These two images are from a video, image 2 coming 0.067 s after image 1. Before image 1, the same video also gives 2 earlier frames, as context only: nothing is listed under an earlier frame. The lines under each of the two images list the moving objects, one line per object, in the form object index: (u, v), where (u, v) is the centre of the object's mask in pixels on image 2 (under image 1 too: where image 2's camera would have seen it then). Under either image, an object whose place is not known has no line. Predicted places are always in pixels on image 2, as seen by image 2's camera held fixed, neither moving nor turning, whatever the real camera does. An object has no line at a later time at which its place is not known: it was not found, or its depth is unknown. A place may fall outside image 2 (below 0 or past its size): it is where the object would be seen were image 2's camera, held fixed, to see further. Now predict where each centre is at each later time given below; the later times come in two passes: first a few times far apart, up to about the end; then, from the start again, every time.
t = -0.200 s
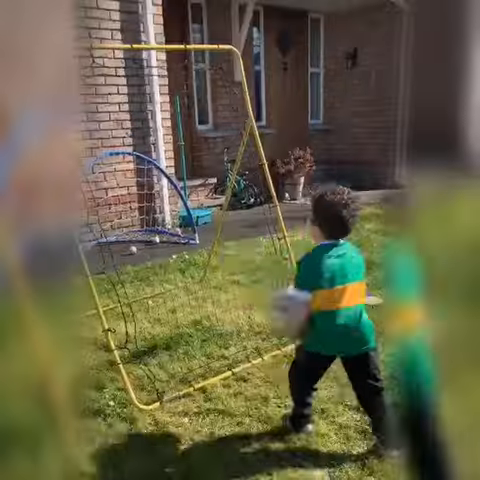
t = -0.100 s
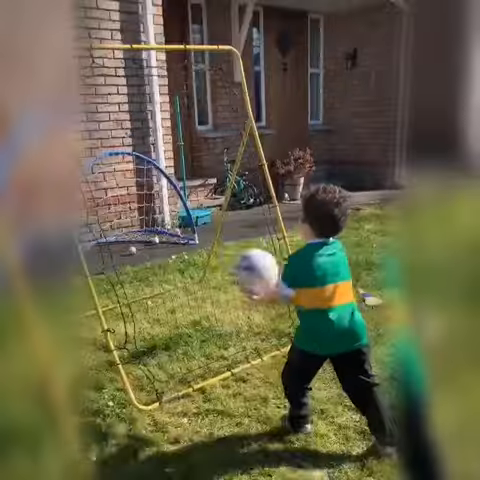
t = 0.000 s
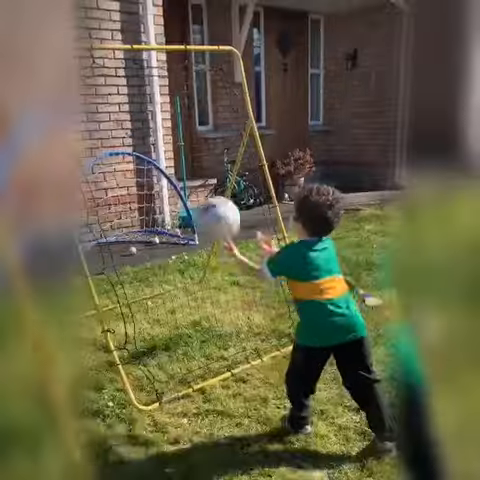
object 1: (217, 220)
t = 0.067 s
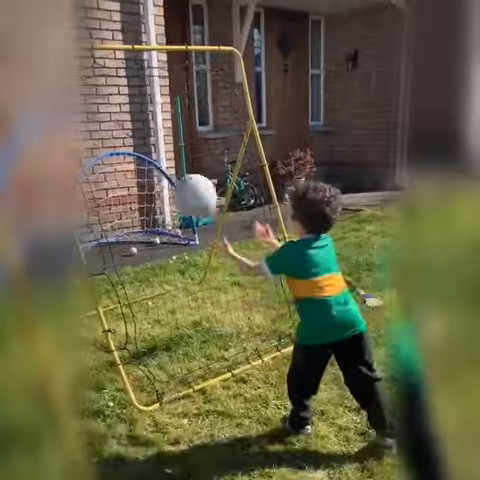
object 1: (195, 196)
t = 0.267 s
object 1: (146, 187)
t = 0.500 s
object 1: (184, 206)
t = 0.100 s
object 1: (183, 189)
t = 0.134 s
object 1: (173, 185)
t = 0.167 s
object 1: (164, 184)
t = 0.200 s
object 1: (153, 183)
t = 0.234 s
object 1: (148, 184)
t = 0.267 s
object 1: (146, 187)
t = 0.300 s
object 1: (146, 186)
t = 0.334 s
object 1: (152, 185)
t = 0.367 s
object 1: (157, 186)
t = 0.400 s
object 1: (161, 187)
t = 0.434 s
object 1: (172, 190)
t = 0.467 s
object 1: (179, 197)
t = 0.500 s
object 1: (184, 206)
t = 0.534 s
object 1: (197, 219)
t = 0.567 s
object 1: (202, 233)
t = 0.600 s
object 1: (211, 250)
